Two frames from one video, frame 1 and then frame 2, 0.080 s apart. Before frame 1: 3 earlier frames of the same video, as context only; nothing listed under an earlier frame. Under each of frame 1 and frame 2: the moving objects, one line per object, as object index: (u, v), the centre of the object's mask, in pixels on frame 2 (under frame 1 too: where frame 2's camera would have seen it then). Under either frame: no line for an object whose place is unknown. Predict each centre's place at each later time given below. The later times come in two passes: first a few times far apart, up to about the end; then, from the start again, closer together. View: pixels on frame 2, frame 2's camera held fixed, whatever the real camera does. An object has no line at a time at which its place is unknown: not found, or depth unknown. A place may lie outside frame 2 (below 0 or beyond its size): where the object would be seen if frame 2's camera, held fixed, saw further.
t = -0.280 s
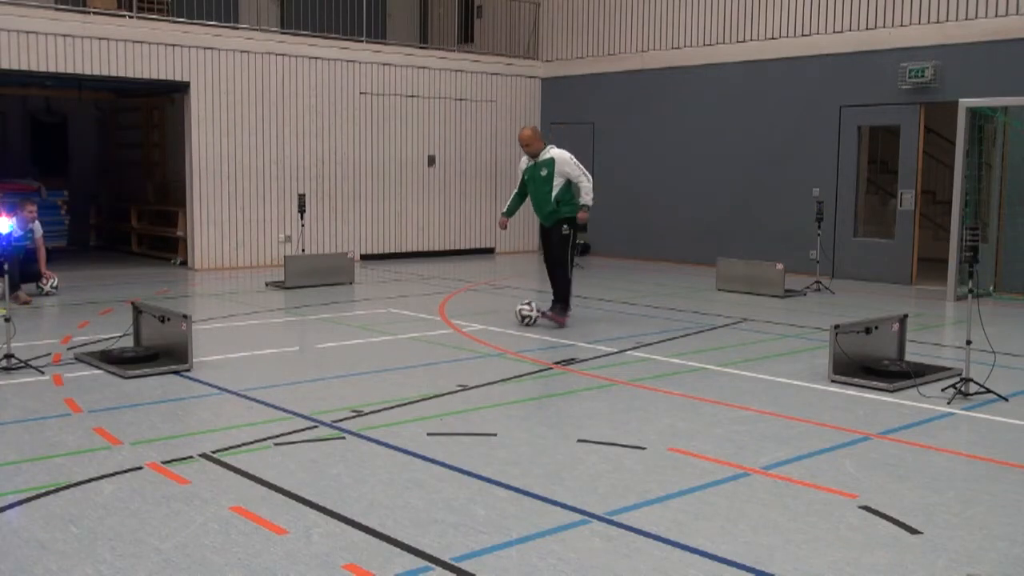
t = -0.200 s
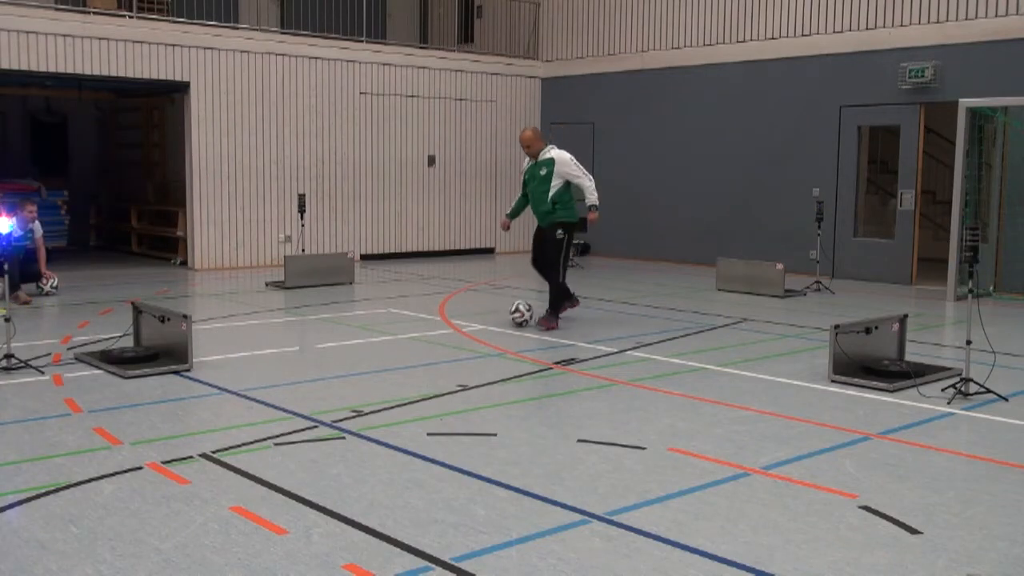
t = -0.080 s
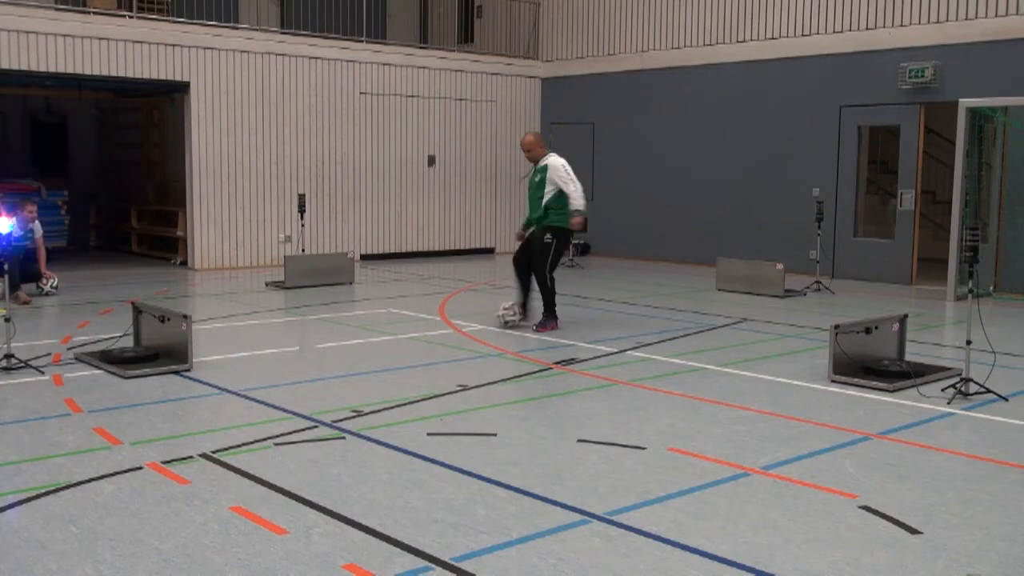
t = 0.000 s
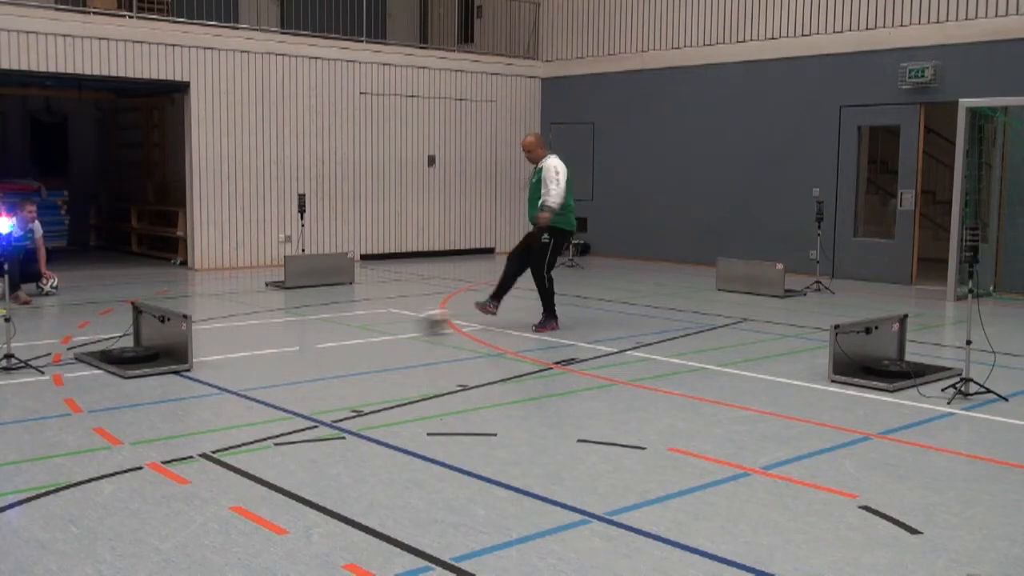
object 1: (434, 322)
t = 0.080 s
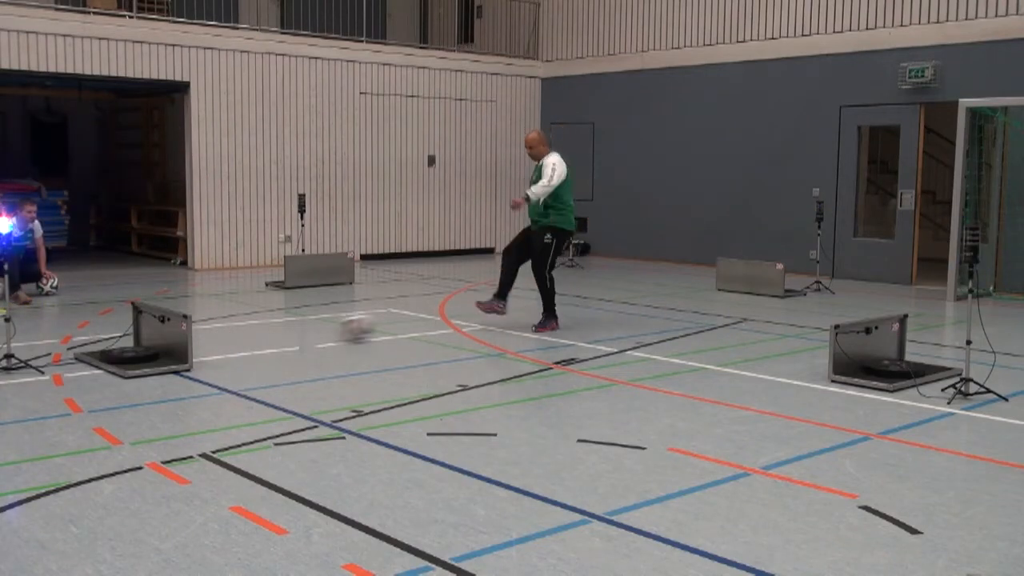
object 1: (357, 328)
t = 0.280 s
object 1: (199, 338)
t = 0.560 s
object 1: (363, 316)
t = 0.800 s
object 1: (455, 306)
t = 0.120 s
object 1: (314, 332)
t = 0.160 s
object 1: (273, 336)
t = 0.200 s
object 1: (230, 340)
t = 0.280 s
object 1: (199, 338)
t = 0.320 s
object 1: (222, 328)
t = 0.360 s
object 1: (249, 325)
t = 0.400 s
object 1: (276, 321)
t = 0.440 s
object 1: (301, 321)
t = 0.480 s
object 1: (324, 323)
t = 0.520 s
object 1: (347, 321)
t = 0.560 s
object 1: (363, 316)
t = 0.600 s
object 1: (381, 313)
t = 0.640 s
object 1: (398, 311)
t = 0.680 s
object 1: (415, 311)
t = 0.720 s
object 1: (429, 314)
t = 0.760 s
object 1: (442, 308)
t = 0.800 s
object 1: (455, 306)
